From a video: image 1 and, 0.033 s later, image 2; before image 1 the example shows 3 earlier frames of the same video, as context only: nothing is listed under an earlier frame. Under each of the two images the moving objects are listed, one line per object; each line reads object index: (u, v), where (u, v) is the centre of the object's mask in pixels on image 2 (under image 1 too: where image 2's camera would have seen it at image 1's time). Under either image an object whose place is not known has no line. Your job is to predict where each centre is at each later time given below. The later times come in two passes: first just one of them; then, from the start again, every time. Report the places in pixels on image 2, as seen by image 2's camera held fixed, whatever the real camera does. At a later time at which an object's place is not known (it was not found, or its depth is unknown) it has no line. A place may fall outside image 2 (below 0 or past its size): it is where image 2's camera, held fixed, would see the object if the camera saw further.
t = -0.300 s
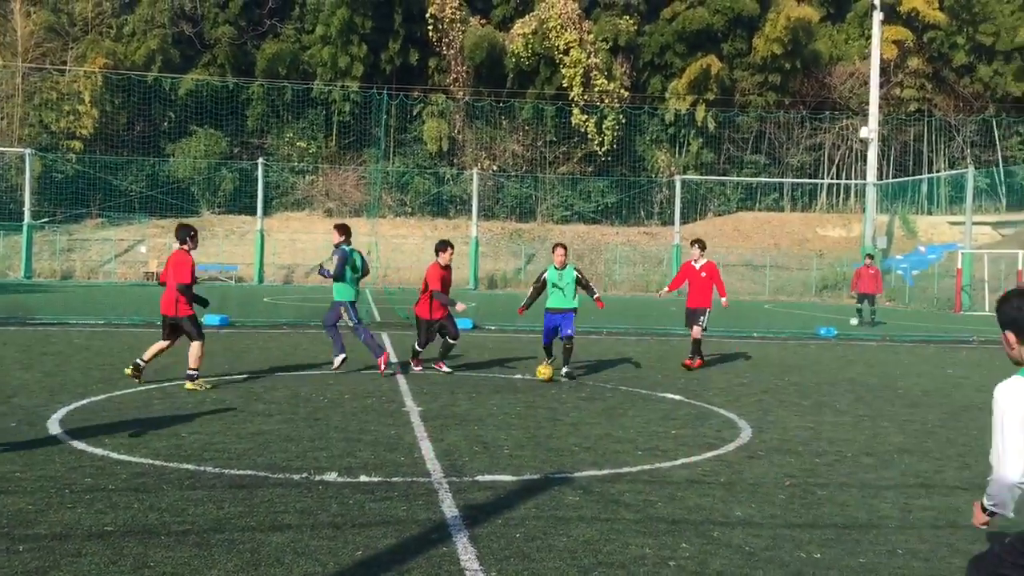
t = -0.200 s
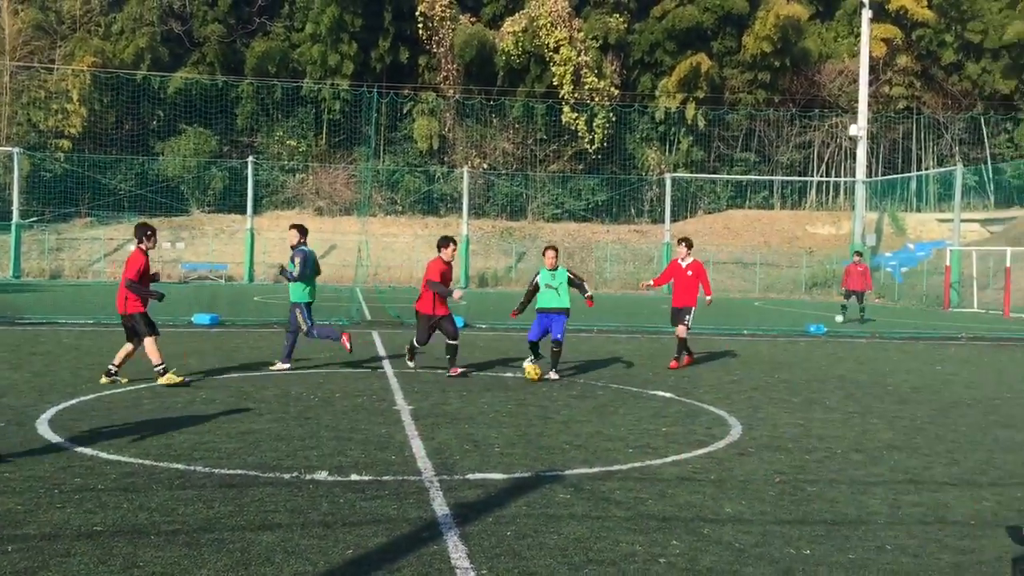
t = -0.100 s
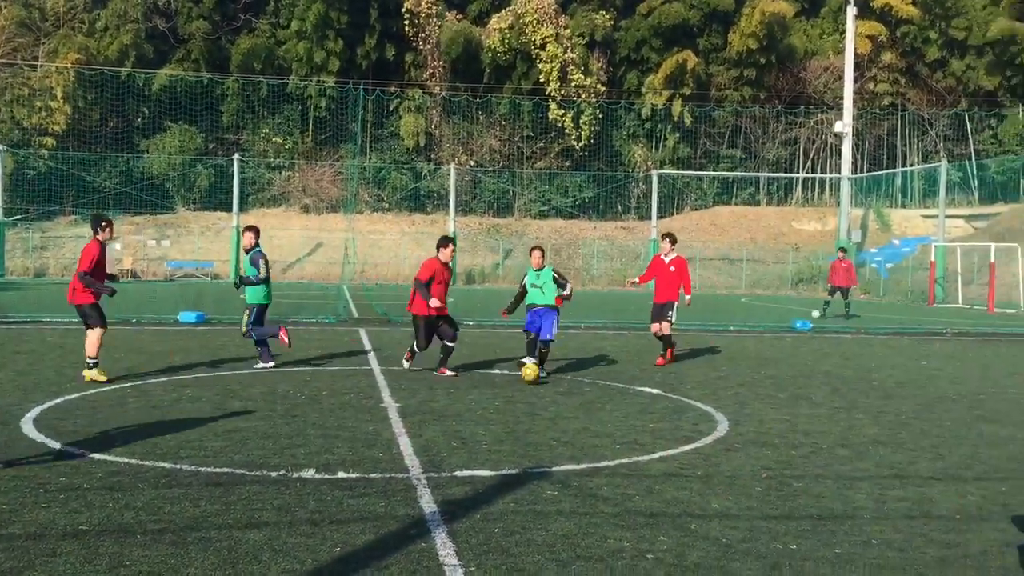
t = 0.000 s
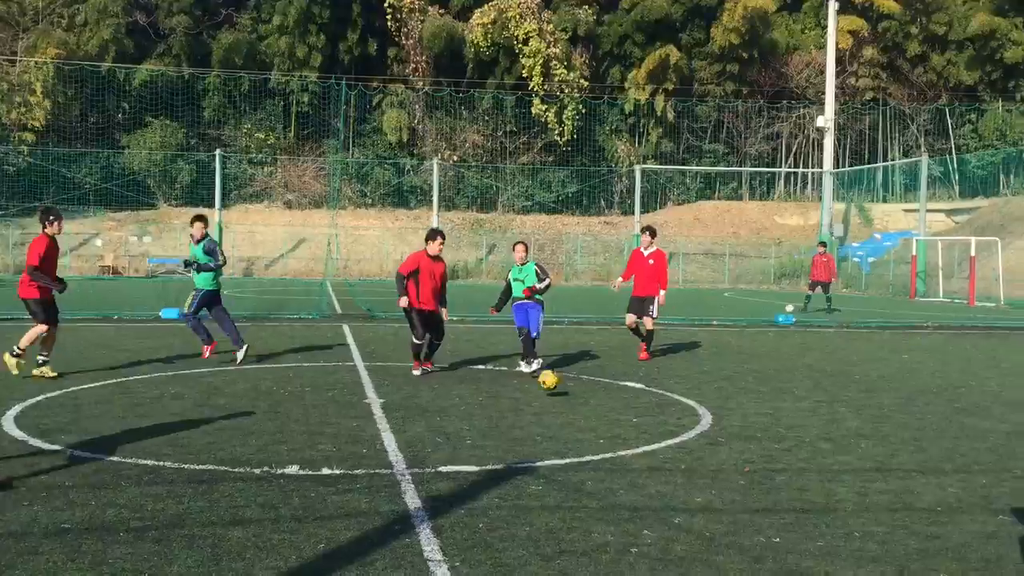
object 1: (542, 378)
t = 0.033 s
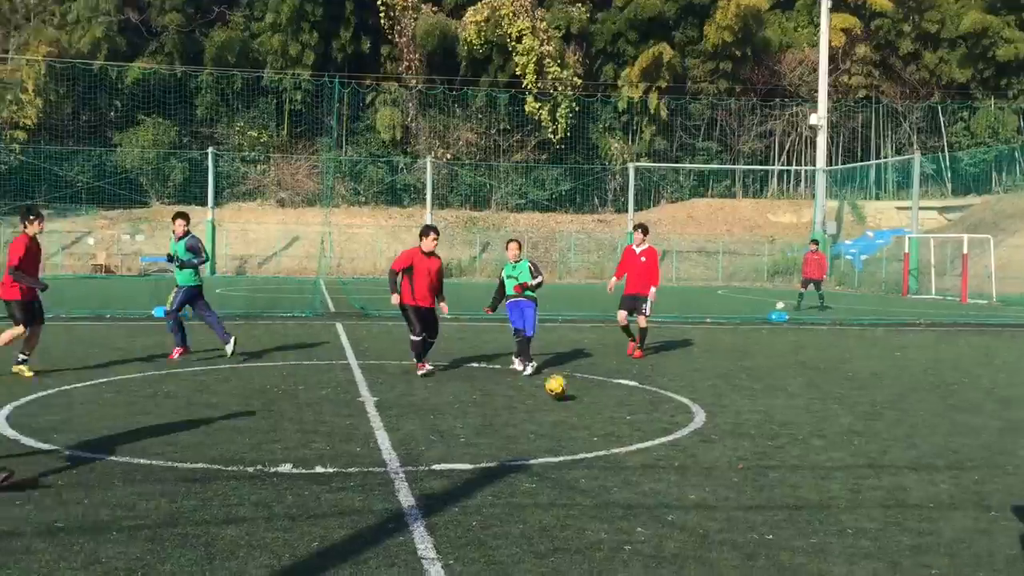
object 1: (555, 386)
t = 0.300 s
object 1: (704, 452)
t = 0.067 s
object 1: (571, 395)
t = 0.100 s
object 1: (587, 404)
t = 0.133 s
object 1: (602, 406)
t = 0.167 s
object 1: (619, 410)
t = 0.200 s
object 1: (638, 417)
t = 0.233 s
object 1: (658, 426)
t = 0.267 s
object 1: (681, 436)
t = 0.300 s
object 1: (704, 452)
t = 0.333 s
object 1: (729, 465)
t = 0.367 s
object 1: (756, 473)
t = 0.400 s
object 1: (782, 483)
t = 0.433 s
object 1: (813, 497)
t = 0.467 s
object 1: (844, 509)
